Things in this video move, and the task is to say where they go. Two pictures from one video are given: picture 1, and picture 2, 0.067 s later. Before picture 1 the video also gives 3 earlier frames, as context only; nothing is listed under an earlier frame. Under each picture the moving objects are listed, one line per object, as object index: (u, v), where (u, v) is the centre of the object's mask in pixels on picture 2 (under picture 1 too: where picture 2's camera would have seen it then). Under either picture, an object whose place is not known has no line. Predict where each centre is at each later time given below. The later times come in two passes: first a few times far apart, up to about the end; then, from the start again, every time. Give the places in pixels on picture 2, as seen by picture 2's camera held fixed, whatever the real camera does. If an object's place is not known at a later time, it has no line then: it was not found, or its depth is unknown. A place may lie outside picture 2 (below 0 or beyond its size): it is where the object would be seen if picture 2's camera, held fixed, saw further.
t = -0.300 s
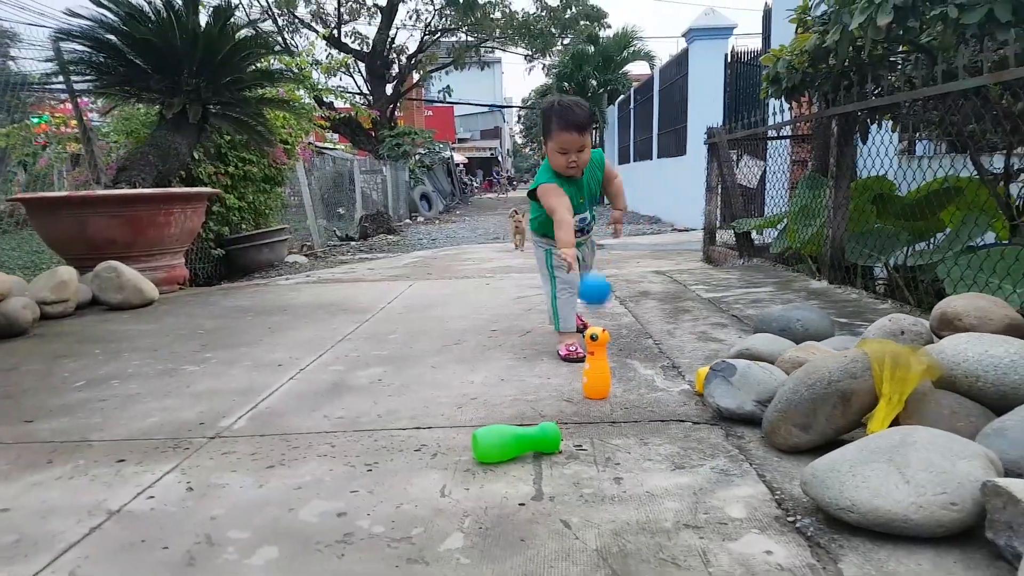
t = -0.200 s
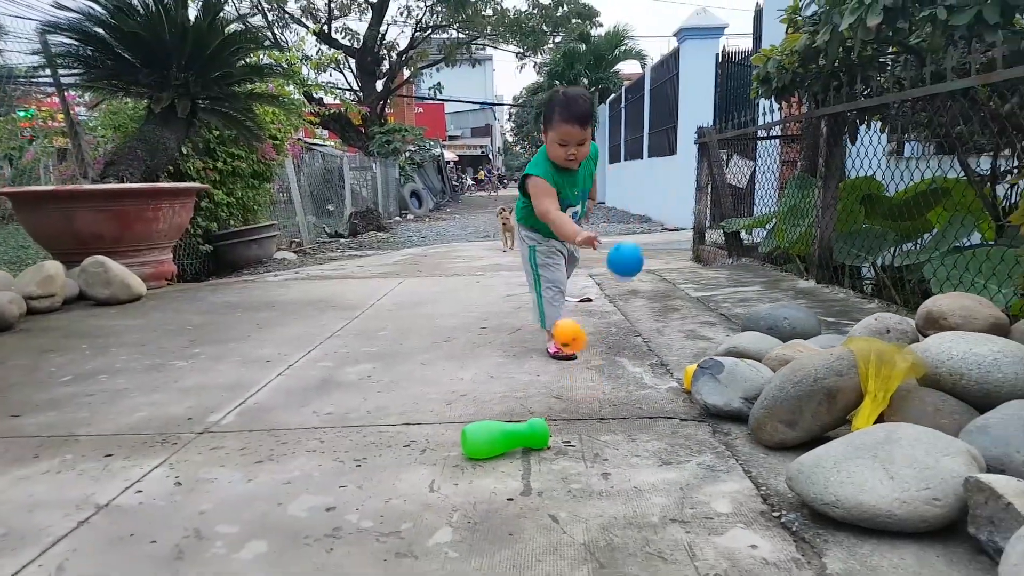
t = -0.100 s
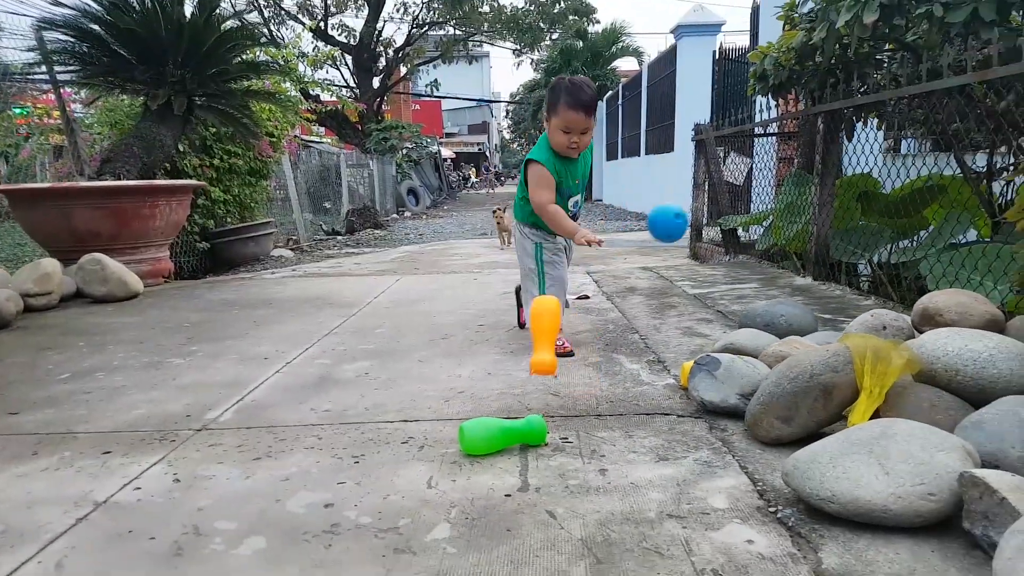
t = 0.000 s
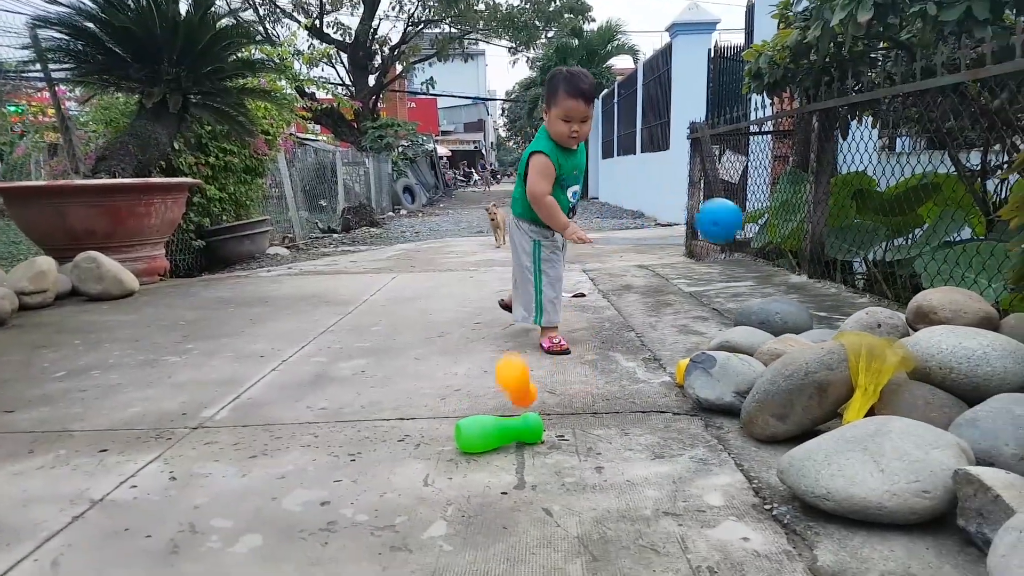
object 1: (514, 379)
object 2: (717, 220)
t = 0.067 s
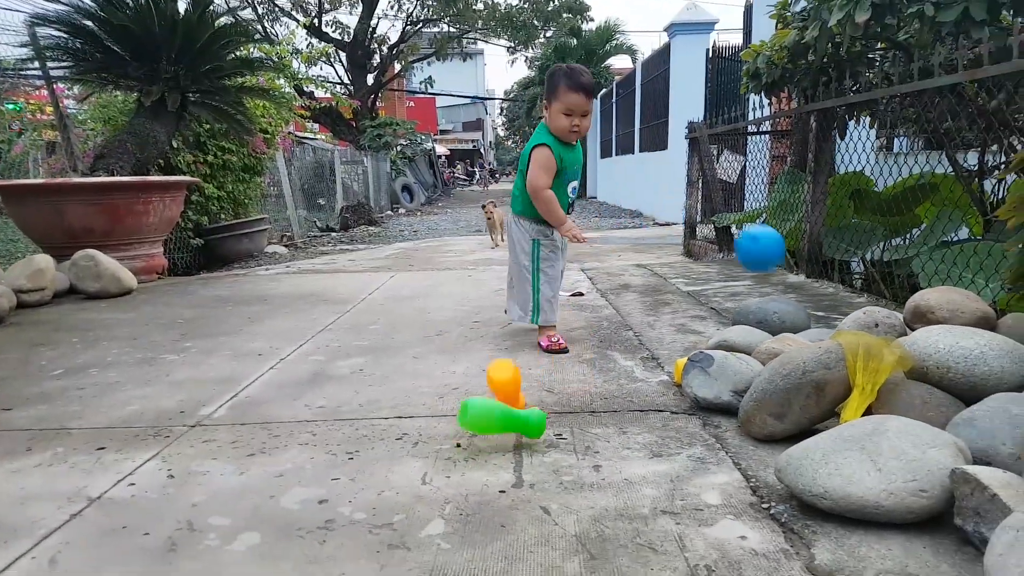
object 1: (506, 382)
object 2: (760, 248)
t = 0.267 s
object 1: (509, 385)
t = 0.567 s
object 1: (550, 389)
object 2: (806, 298)
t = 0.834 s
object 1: (577, 390)
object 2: (883, 317)
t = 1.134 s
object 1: (599, 386)
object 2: (848, 316)
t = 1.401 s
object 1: (613, 381)
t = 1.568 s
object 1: (621, 377)
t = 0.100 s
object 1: (506, 372)
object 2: (782, 272)
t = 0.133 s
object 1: (506, 364)
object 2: (804, 303)
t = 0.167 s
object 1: (507, 360)
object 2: (827, 342)
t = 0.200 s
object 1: (507, 365)
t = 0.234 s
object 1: (507, 375)
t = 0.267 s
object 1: (509, 385)
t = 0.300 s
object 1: (516, 387)
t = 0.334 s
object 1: (522, 390)
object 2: (838, 286)
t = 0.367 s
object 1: (529, 396)
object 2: (834, 273)
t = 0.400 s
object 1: (536, 405)
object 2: (829, 265)
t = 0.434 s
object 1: (539, 400)
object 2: (825, 263)
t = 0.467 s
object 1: (541, 393)
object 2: (821, 265)
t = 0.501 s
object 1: (544, 389)
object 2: (816, 272)
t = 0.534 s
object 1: (546, 390)
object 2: (811, 283)
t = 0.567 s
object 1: (550, 389)
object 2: (806, 298)
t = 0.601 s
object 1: (554, 391)
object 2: (801, 316)
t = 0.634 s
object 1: (558, 397)
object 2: (797, 332)
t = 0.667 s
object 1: (562, 394)
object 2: (813, 324)
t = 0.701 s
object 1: (565, 391)
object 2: (829, 316)
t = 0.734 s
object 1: (568, 390)
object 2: (847, 313)
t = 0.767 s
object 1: (571, 392)
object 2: (865, 315)
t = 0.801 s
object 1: (575, 392)
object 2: (884, 320)
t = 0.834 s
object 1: (577, 390)
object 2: (883, 317)
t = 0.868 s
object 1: (579, 390)
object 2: (875, 312)
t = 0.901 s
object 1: (582, 390)
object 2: (869, 311)
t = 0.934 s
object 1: (586, 389)
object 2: (862, 313)
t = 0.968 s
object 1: (588, 389)
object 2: (861, 306)
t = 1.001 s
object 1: (590, 388)
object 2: (860, 304)
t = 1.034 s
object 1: (592, 387)
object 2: (859, 306)
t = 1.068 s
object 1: (595, 386)
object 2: (856, 312)
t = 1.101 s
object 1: (597, 386)
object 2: (852, 315)
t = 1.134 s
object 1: (599, 386)
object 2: (848, 316)
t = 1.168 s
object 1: (600, 385)
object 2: (843, 320)
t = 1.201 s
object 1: (602, 385)
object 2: (837, 325)
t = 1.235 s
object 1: (604, 384)
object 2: (834, 327)
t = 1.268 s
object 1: (606, 383)
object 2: (831, 330)
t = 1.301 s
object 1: (608, 383)
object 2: (828, 335)
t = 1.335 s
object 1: (610, 382)
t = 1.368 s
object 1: (611, 381)
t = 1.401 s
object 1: (613, 381)
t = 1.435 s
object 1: (615, 380)
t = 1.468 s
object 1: (617, 379)
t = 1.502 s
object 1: (618, 378)
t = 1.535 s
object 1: (619, 378)
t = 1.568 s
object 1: (621, 377)
